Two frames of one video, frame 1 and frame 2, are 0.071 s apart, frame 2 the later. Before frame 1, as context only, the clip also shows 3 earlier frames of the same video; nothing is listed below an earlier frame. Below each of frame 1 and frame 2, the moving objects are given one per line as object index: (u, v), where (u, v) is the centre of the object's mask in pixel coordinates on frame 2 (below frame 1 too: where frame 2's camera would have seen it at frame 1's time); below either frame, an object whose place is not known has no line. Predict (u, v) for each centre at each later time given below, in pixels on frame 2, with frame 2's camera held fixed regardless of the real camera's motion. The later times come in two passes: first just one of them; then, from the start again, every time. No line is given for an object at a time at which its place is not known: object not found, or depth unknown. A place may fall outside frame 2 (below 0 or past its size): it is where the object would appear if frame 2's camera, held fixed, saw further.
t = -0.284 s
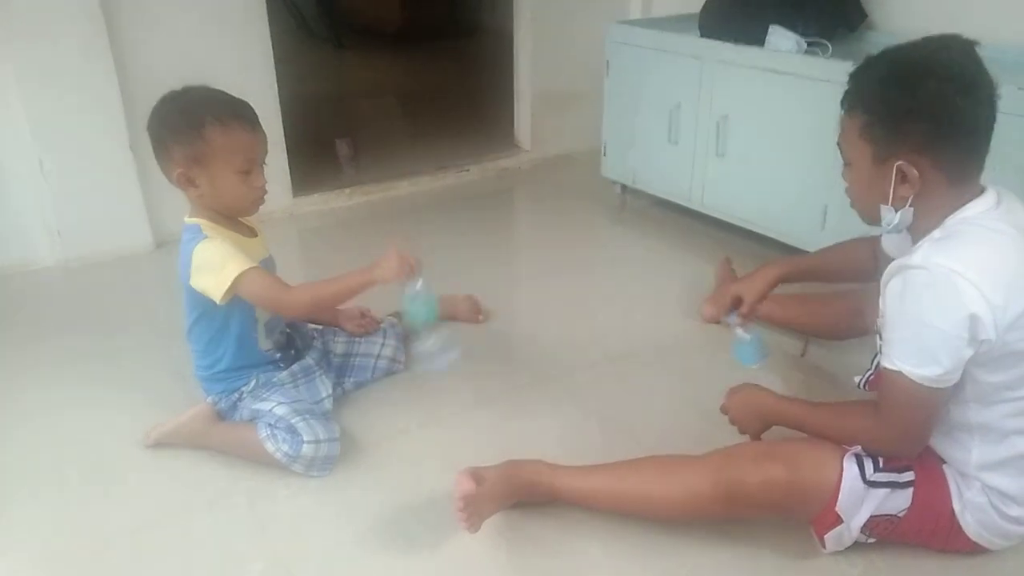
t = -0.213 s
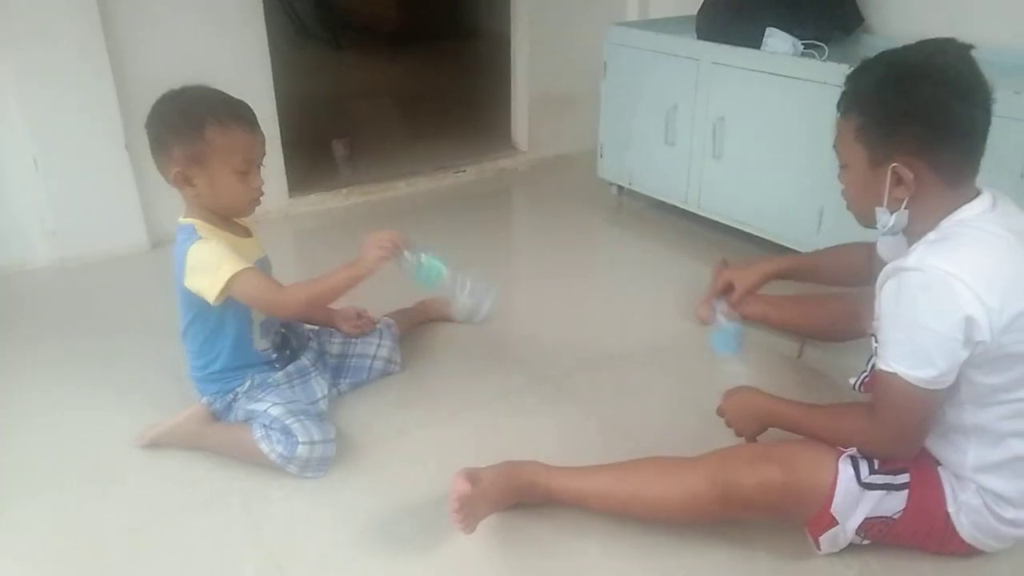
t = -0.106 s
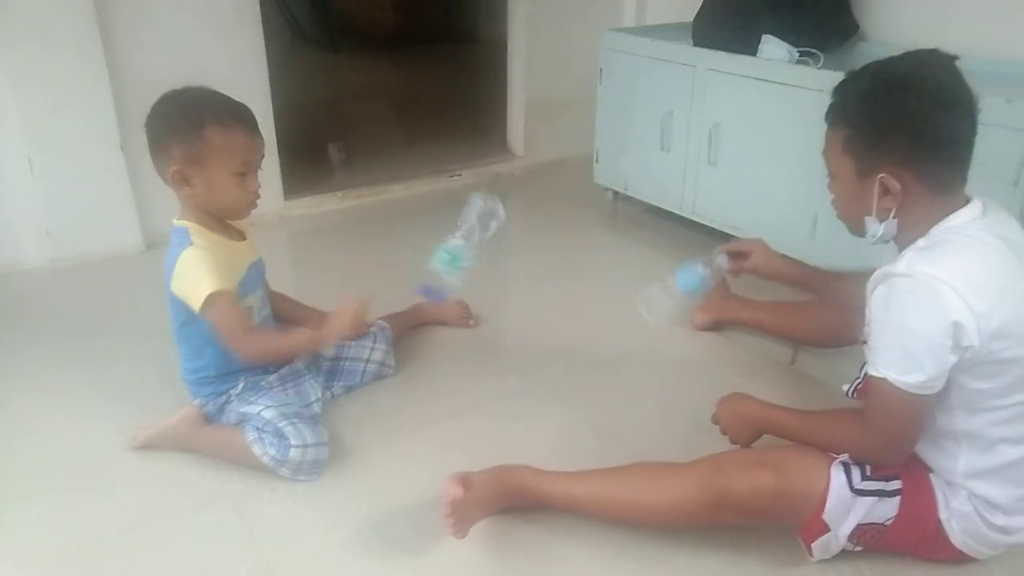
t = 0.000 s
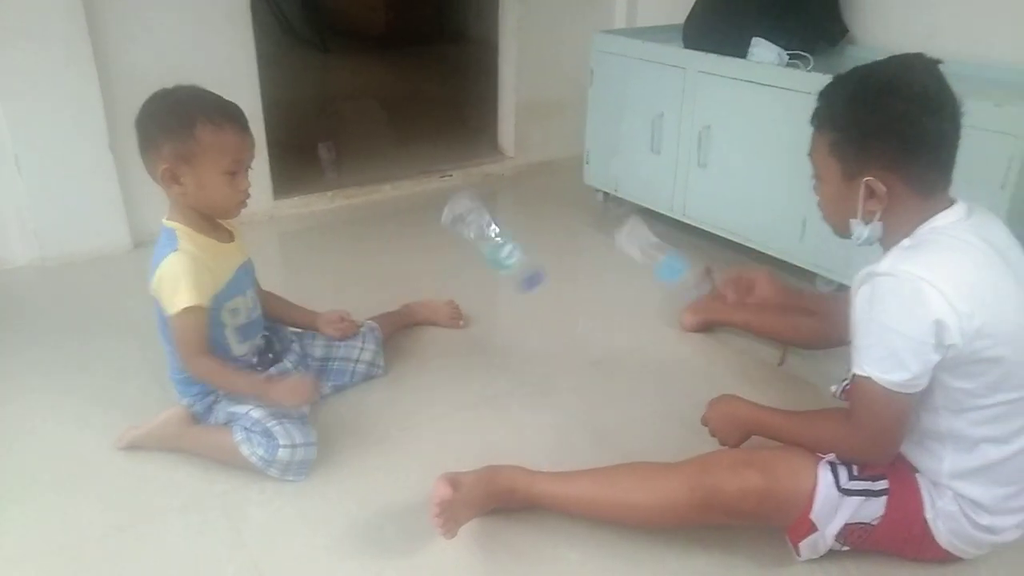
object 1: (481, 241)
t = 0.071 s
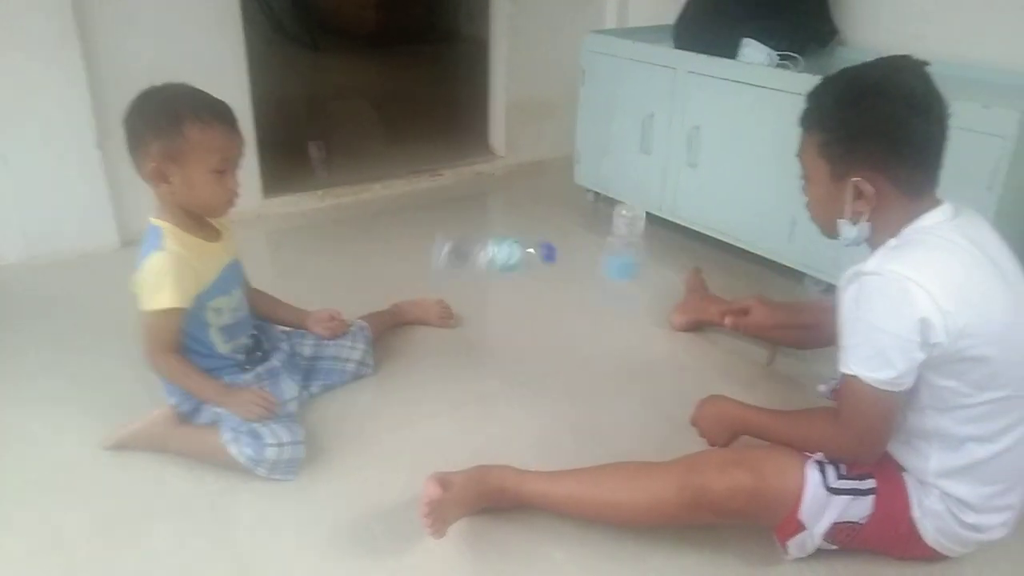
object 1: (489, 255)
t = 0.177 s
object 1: (479, 335)
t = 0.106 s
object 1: (481, 277)
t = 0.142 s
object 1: (481, 303)
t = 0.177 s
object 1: (479, 335)
